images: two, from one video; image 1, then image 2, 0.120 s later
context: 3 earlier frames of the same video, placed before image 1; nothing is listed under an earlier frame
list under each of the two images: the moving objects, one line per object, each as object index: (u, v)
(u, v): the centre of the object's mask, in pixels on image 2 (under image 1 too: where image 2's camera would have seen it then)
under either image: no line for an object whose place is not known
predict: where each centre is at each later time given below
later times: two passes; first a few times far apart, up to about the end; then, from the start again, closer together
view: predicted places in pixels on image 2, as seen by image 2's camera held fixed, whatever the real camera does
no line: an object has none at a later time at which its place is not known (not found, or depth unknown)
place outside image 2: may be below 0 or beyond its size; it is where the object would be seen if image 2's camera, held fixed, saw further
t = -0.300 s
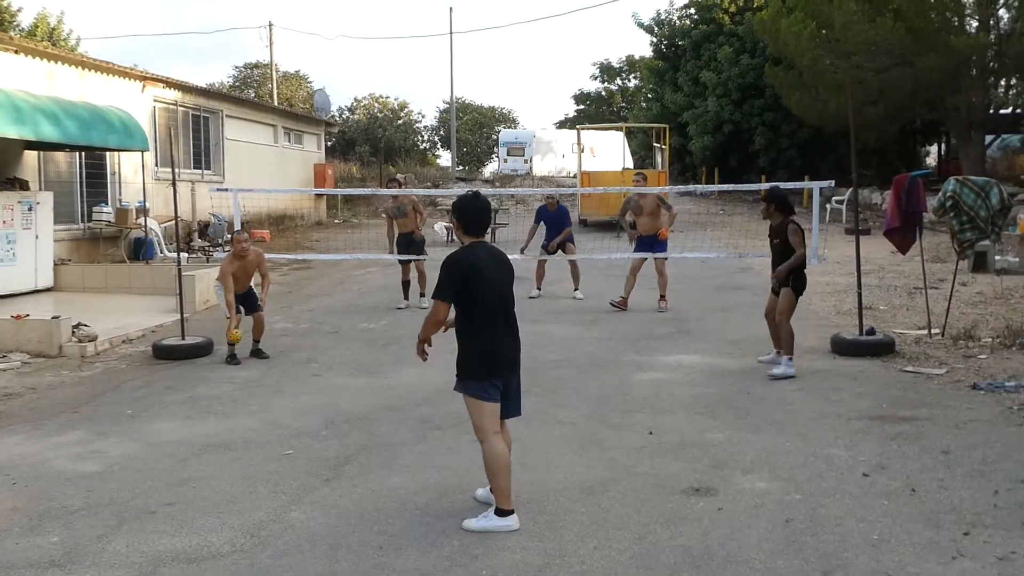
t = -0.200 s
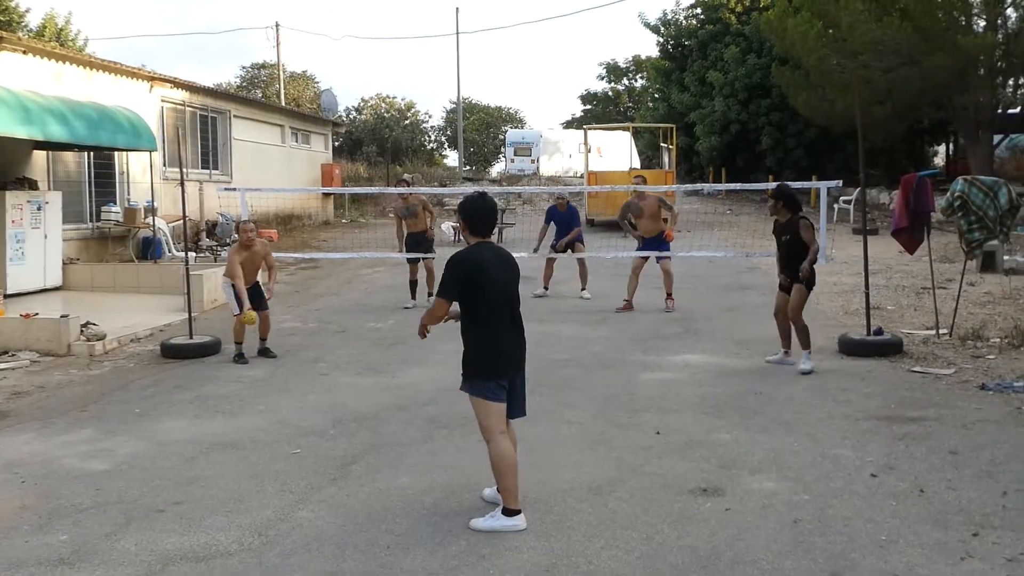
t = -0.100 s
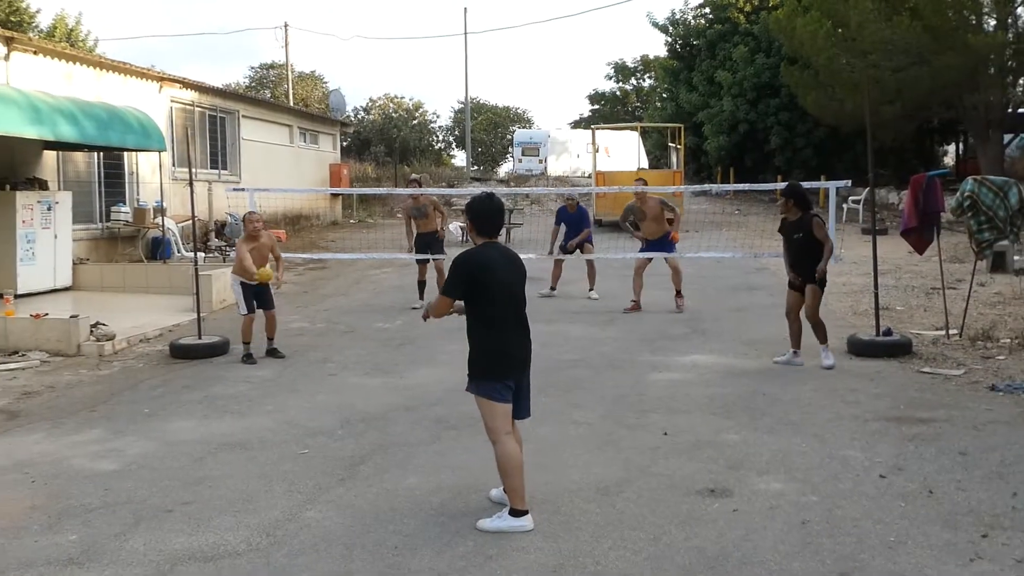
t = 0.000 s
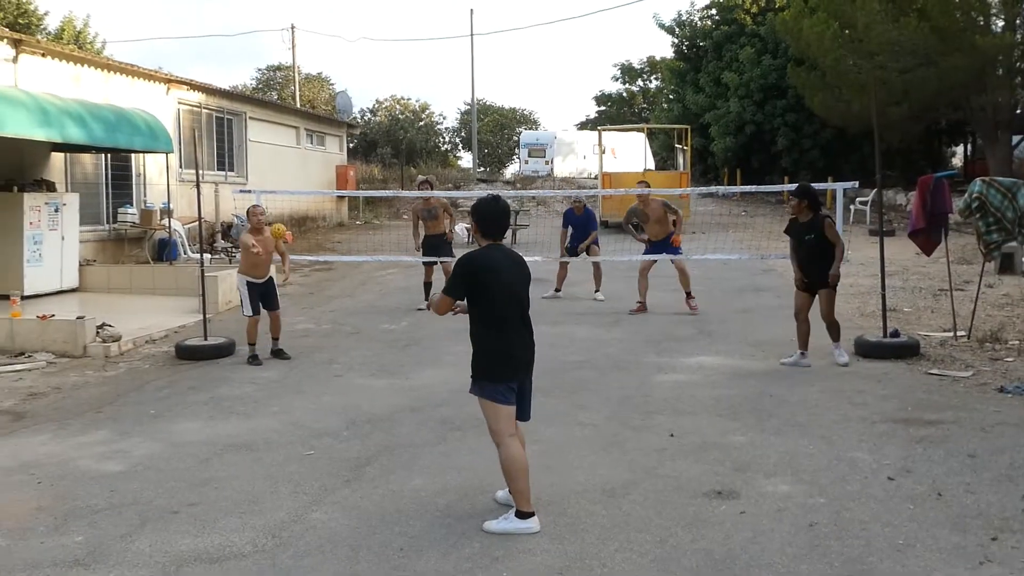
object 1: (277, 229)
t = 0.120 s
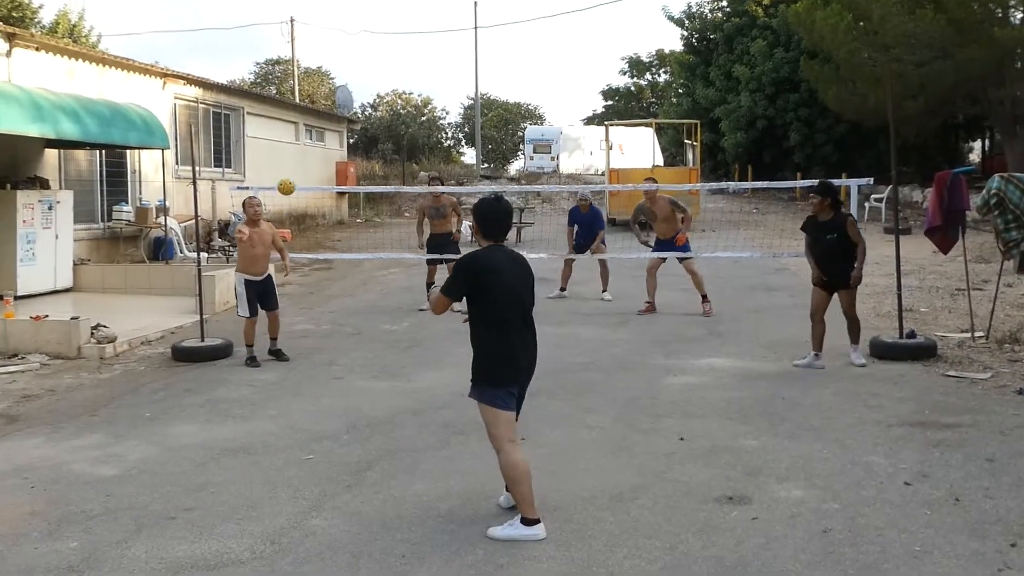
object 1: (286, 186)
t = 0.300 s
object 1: (298, 154)
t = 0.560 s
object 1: (330, 185)
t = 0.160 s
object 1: (288, 174)
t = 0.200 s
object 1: (289, 165)
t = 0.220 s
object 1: (290, 161)
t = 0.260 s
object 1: (294, 158)
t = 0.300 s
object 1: (298, 154)
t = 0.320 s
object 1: (300, 153)
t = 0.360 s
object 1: (305, 151)
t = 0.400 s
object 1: (309, 153)
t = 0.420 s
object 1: (311, 155)
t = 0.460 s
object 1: (316, 160)
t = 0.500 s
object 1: (321, 168)
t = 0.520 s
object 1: (324, 173)
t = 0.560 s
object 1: (330, 185)
